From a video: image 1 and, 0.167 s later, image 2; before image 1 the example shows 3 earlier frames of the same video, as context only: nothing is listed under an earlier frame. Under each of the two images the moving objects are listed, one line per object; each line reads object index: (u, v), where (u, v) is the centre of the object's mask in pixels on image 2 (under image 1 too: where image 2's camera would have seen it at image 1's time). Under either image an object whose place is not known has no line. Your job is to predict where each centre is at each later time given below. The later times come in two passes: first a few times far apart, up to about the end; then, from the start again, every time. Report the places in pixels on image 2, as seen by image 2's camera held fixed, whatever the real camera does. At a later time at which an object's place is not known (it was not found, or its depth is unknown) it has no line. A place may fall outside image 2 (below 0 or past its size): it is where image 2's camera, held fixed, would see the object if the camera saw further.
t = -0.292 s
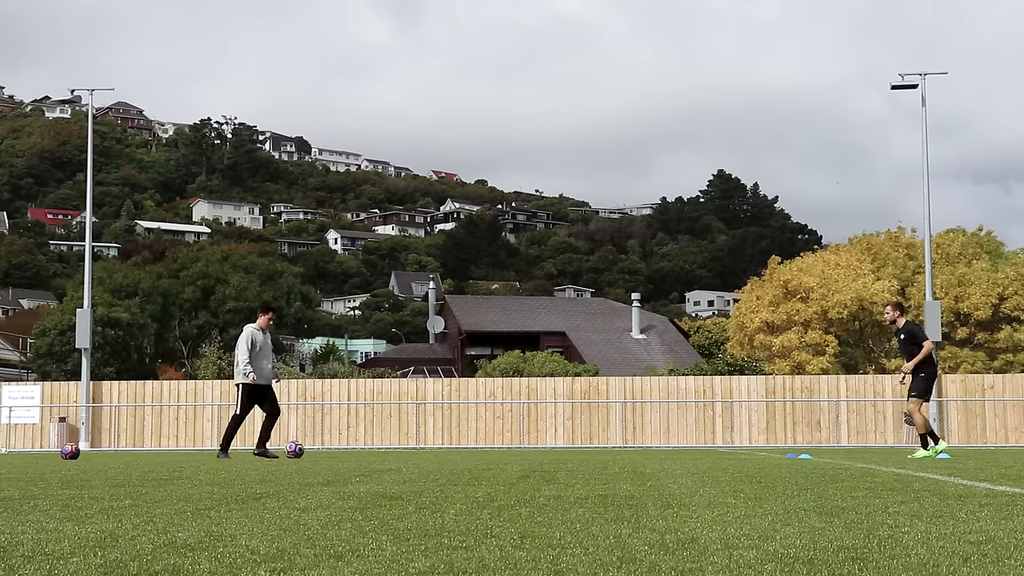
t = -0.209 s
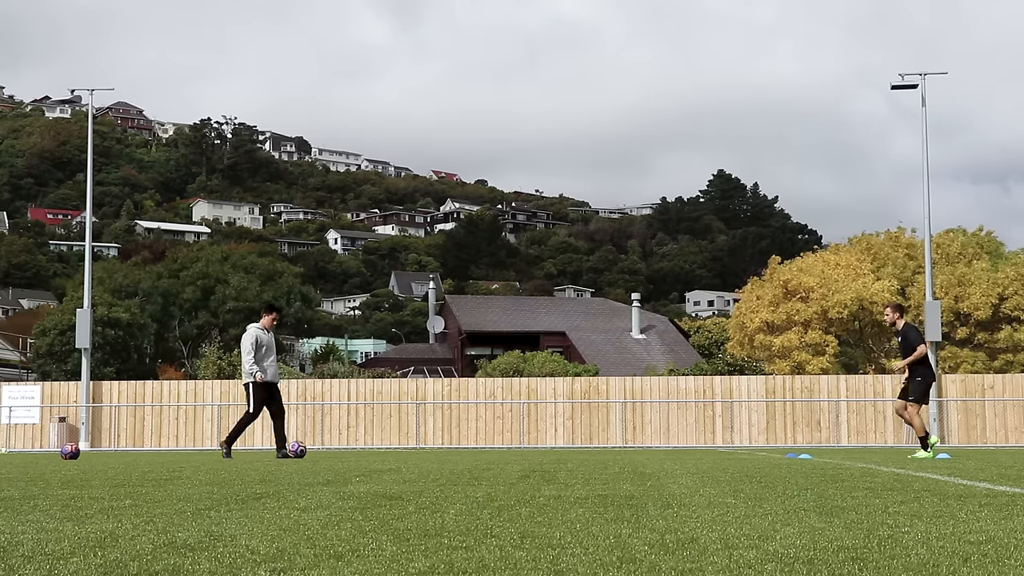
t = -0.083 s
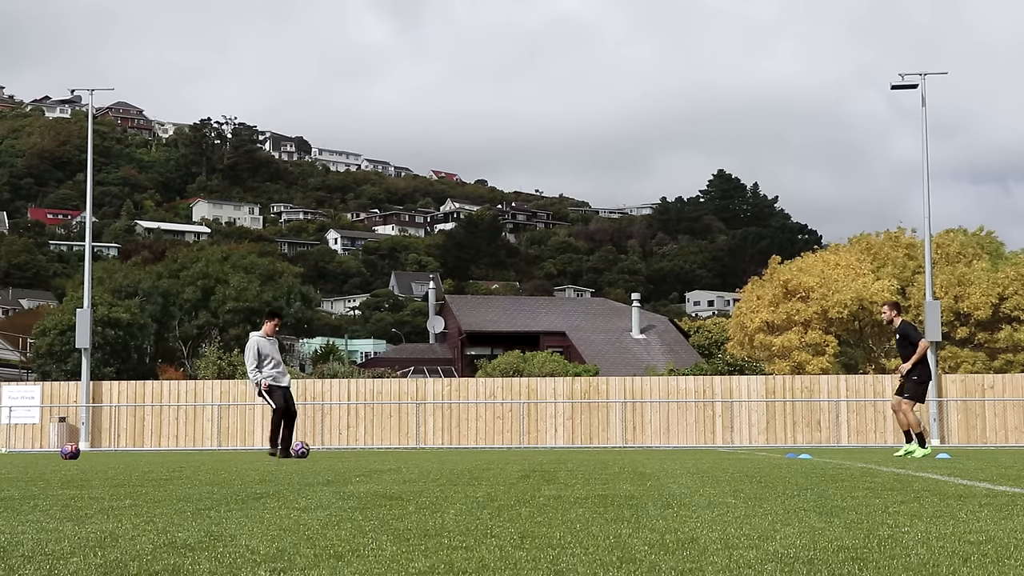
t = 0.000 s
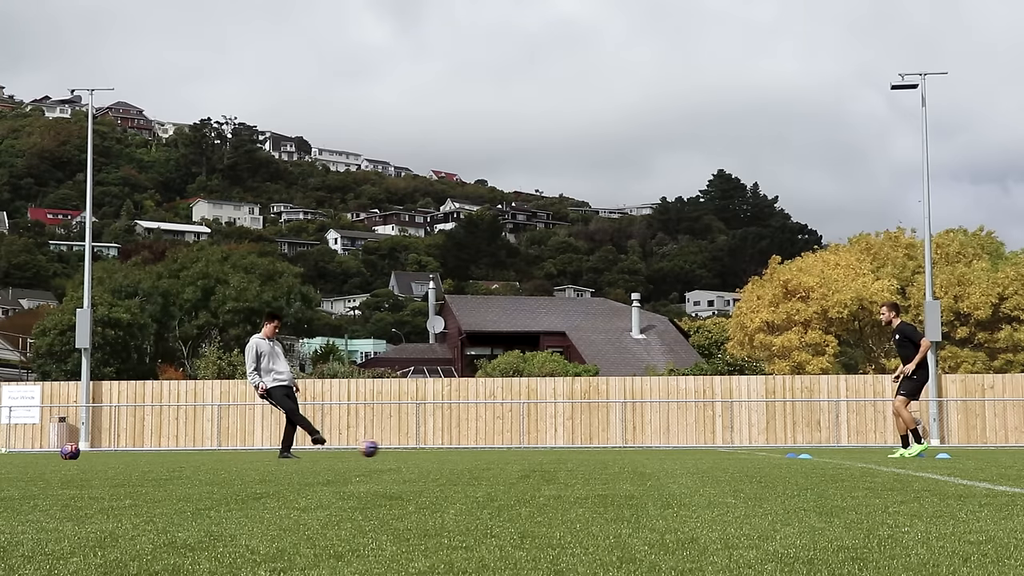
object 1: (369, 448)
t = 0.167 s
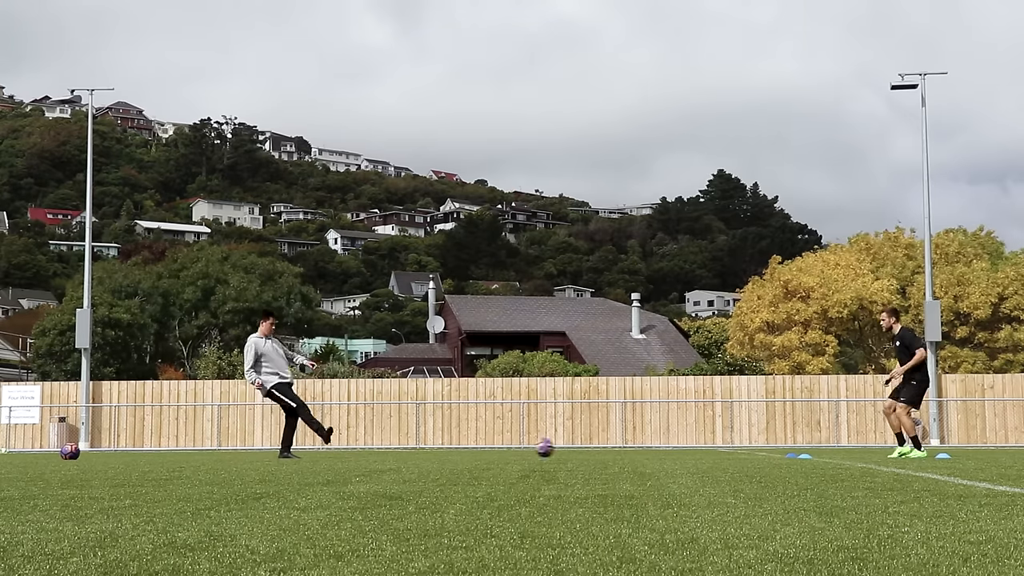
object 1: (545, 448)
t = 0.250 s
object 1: (625, 448)
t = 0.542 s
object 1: (862, 447)
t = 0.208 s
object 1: (585, 449)
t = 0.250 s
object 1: (625, 448)
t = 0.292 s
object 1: (662, 448)
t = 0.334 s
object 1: (698, 448)
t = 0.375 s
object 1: (734, 448)
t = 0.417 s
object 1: (768, 447)
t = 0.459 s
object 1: (801, 448)
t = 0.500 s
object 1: (832, 448)
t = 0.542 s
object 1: (862, 447)
